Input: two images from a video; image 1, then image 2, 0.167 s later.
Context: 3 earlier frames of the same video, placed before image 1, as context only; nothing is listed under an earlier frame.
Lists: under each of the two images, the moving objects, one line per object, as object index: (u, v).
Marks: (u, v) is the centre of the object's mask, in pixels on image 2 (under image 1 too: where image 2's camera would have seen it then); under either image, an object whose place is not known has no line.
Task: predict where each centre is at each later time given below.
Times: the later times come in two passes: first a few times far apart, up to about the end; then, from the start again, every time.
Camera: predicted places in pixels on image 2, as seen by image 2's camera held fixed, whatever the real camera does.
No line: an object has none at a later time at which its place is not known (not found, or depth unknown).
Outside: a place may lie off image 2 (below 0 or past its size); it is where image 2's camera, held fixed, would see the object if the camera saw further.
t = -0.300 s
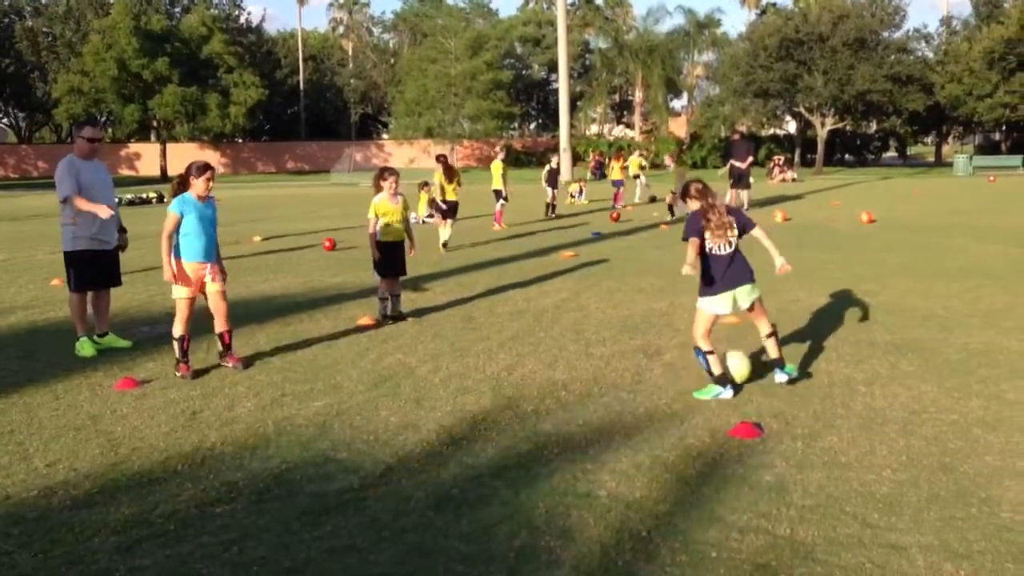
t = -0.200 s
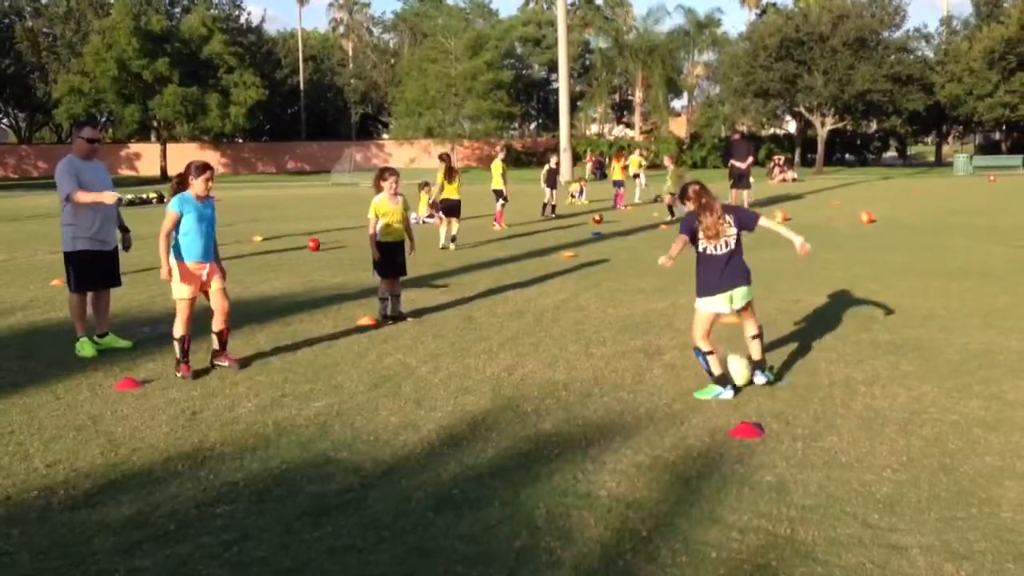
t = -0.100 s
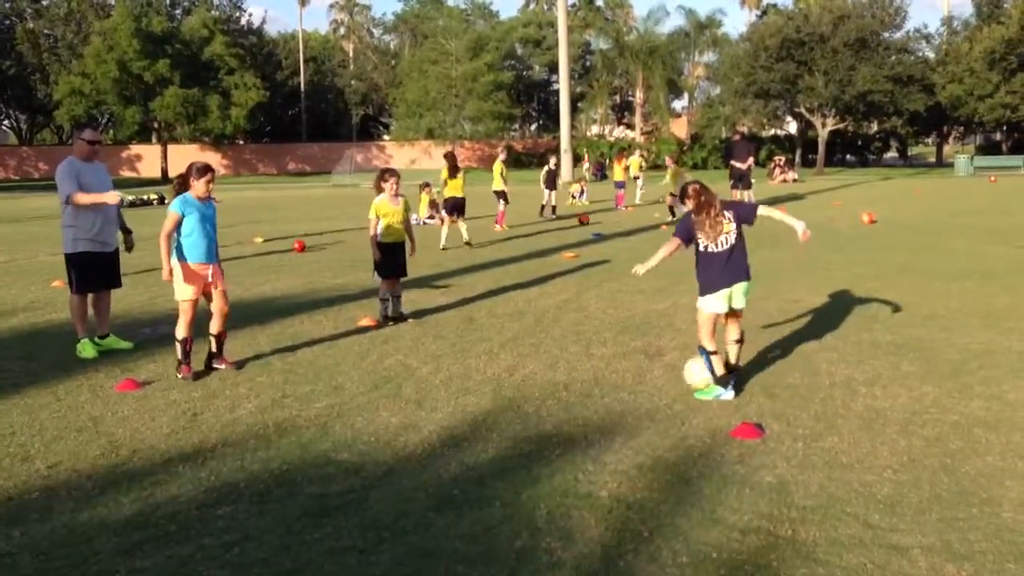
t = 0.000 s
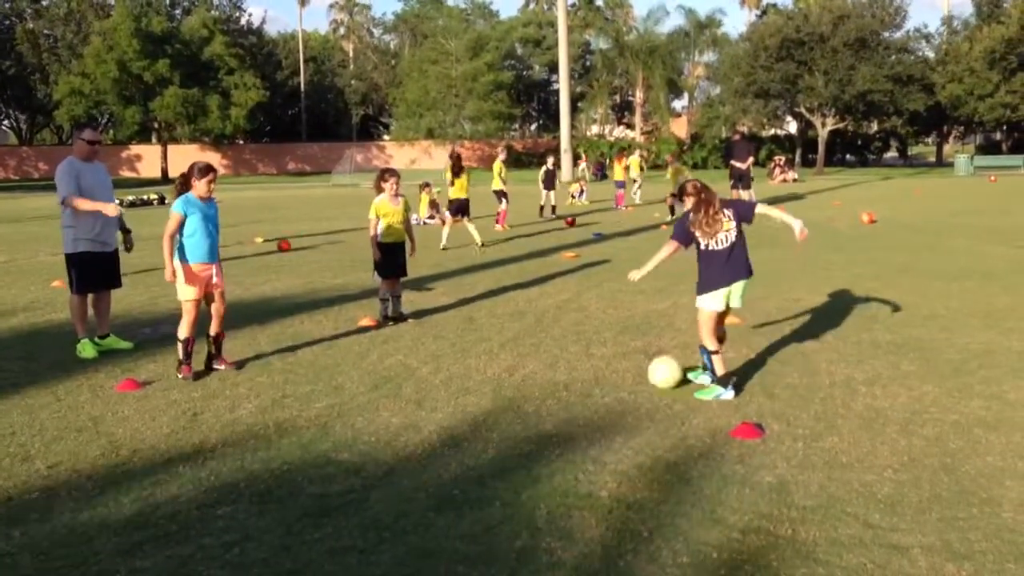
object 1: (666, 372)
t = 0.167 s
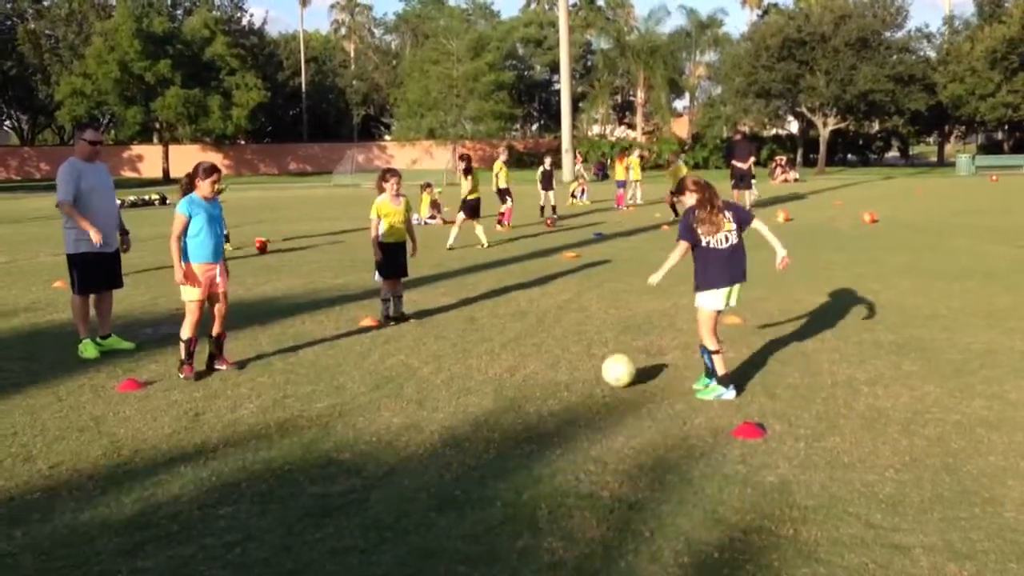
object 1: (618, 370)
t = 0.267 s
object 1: (594, 371)
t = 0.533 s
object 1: (533, 370)
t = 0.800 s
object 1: (480, 370)
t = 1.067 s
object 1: (428, 371)
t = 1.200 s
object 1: (405, 371)
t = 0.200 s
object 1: (610, 370)
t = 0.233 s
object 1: (602, 371)
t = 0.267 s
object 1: (594, 371)
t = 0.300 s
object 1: (586, 370)
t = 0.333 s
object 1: (578, 370)
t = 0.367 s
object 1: (570, 371)
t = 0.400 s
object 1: (563, 370)
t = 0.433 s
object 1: (555, 369)
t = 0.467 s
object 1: (548, 369)
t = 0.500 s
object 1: (540, 370)
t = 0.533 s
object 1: (533, 370)
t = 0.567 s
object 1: (526, 371)
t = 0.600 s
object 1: (519, 370)
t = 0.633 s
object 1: (512, 370)
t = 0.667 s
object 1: (506, 370)
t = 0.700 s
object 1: (499, 370)
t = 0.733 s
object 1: (493, 370)
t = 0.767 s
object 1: (486, 370)
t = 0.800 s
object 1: (480, 370)
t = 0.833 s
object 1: (473, 371)
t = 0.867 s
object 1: (467, 371)
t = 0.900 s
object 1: (460, 371)
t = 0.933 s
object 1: (453, 371)
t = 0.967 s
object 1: (447, 371)
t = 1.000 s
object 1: (440, 371)
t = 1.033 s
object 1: (434, 371)
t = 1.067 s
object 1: (428, 371)
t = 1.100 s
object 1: (422, 371)
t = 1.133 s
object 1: (417, 371)
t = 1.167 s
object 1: (411, 371)
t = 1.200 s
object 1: (405, 371)
